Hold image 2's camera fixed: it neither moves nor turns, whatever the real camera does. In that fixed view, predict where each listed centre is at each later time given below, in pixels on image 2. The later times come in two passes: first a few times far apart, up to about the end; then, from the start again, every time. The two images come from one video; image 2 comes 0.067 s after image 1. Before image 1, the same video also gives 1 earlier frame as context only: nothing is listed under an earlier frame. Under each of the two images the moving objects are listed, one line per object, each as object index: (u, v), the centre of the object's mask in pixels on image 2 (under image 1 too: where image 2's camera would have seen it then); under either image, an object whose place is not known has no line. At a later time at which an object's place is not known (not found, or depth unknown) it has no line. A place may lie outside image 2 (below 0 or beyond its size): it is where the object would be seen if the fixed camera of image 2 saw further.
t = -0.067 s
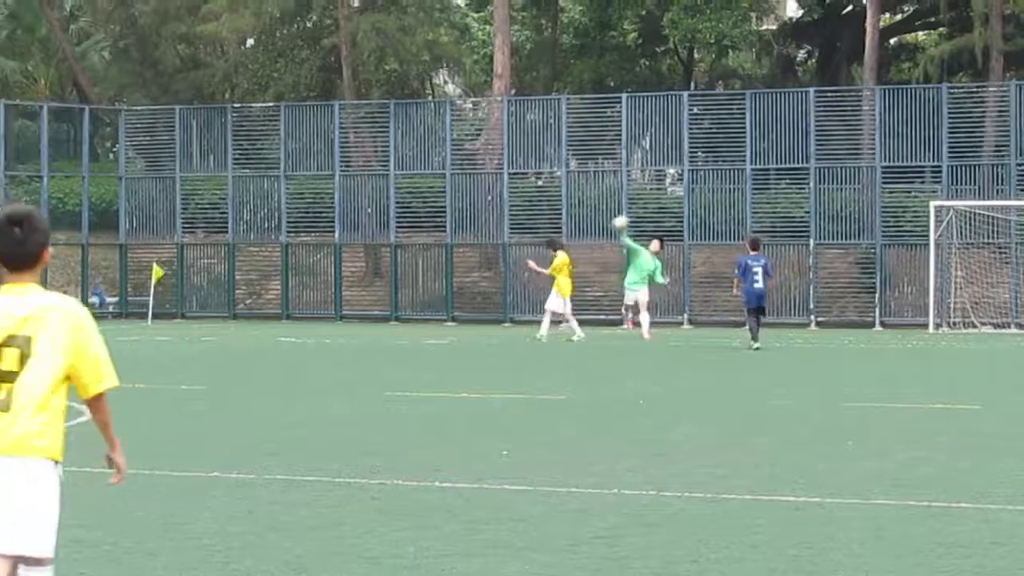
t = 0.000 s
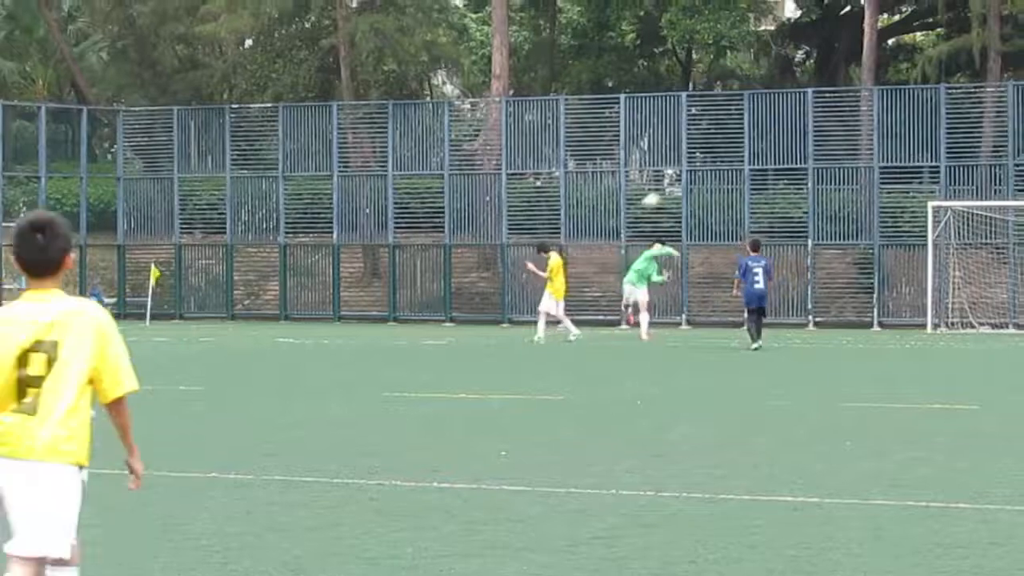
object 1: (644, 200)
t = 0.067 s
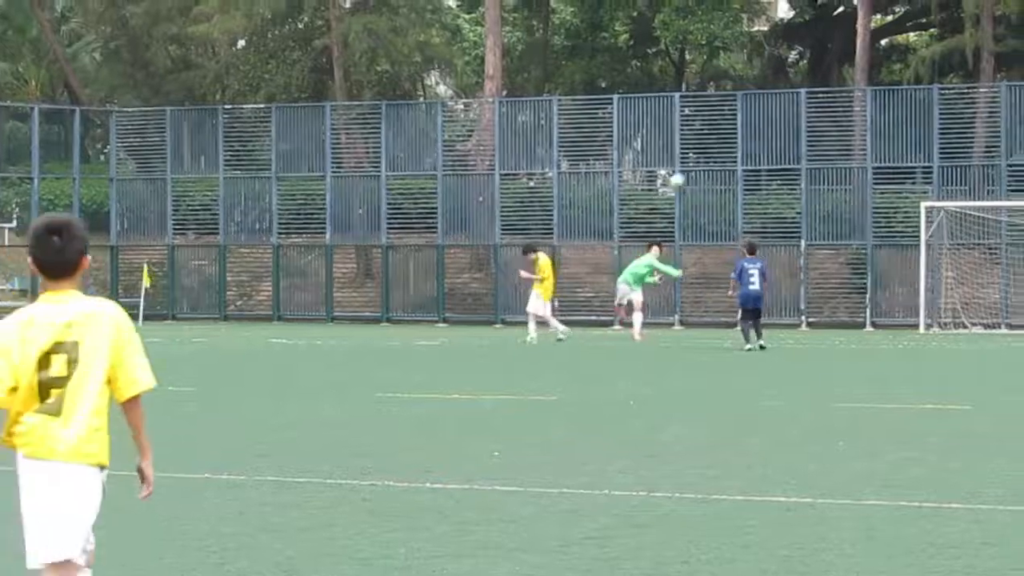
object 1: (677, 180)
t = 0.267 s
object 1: (771, 132)
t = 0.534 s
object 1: (895, 97)
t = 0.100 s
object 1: (692, 171)
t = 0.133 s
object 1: (708, 162)
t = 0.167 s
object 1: (724, 154)
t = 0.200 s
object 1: (739, 146)
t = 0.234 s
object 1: (756, 139)
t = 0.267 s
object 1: (771, 132)
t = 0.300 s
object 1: (786, 125)
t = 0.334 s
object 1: (802, 120)
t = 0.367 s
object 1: (817, 114)
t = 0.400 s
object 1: (833, 109)
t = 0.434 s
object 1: (848, 105)
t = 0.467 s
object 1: (864, 102)
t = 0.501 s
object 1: (880, 99)
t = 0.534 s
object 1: (895, 97)
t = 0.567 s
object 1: (911, 96)
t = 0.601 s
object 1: (928, 95)
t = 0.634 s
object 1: (943, 95)
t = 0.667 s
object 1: (959, 96)
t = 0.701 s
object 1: (975, 98)
